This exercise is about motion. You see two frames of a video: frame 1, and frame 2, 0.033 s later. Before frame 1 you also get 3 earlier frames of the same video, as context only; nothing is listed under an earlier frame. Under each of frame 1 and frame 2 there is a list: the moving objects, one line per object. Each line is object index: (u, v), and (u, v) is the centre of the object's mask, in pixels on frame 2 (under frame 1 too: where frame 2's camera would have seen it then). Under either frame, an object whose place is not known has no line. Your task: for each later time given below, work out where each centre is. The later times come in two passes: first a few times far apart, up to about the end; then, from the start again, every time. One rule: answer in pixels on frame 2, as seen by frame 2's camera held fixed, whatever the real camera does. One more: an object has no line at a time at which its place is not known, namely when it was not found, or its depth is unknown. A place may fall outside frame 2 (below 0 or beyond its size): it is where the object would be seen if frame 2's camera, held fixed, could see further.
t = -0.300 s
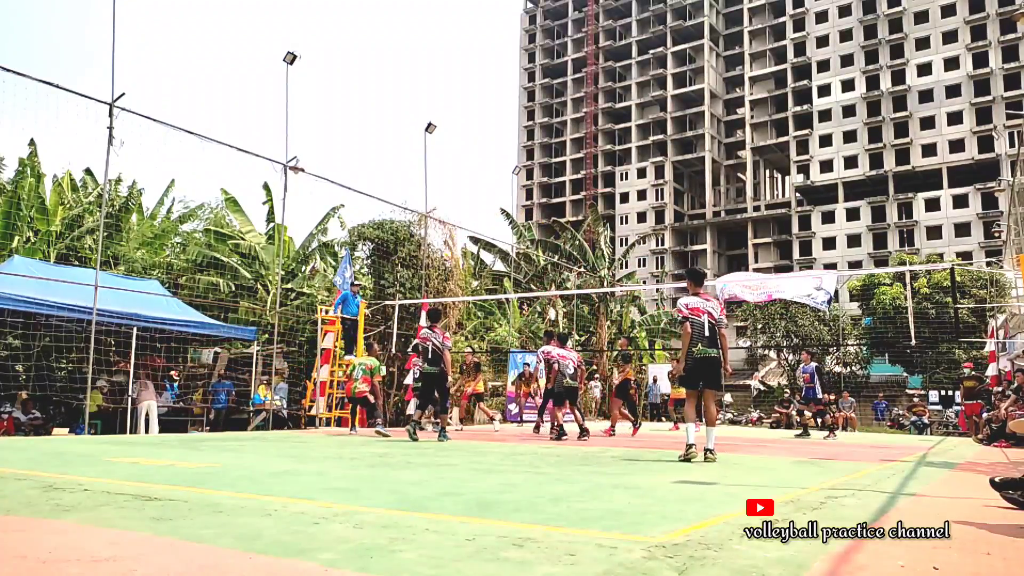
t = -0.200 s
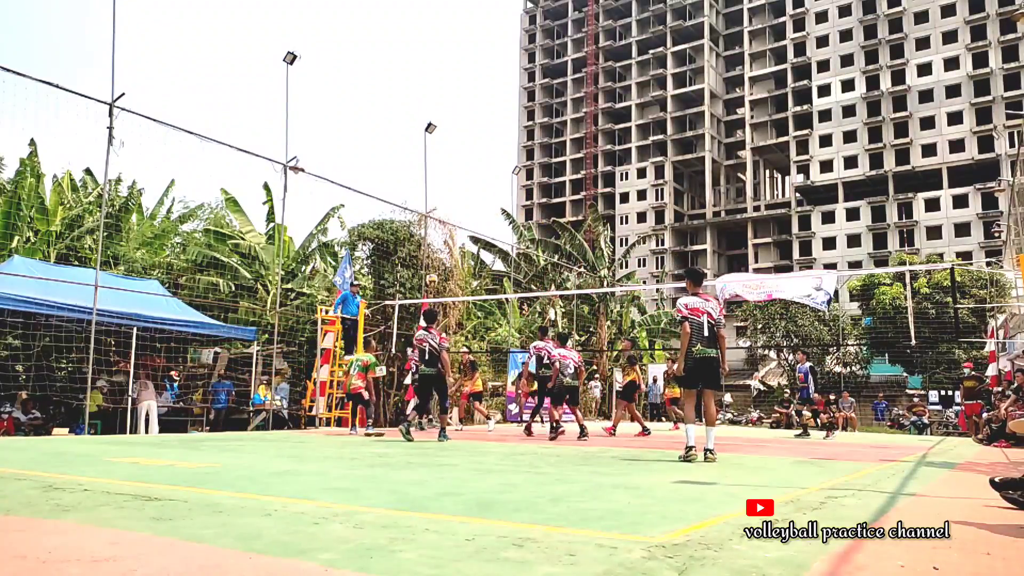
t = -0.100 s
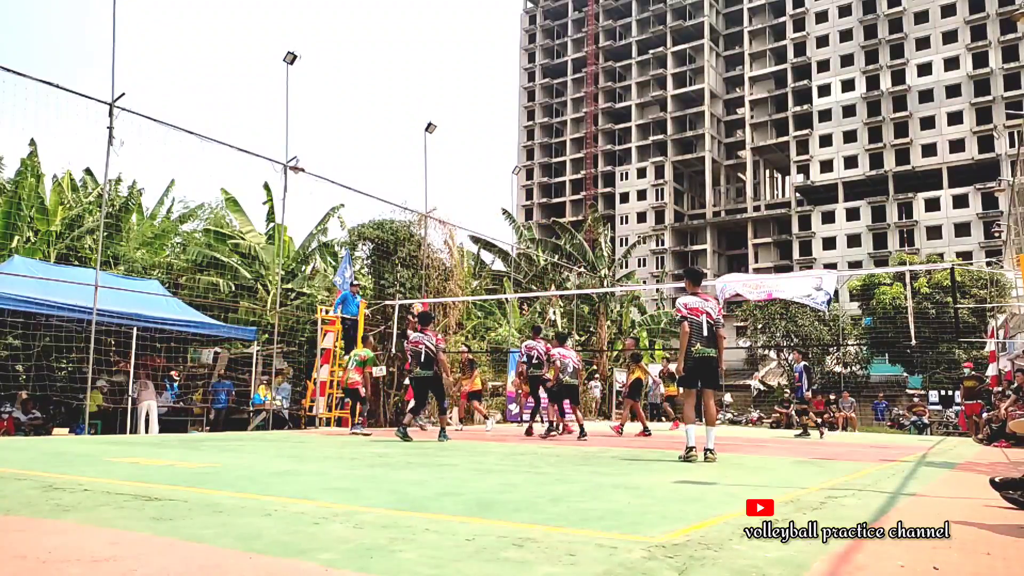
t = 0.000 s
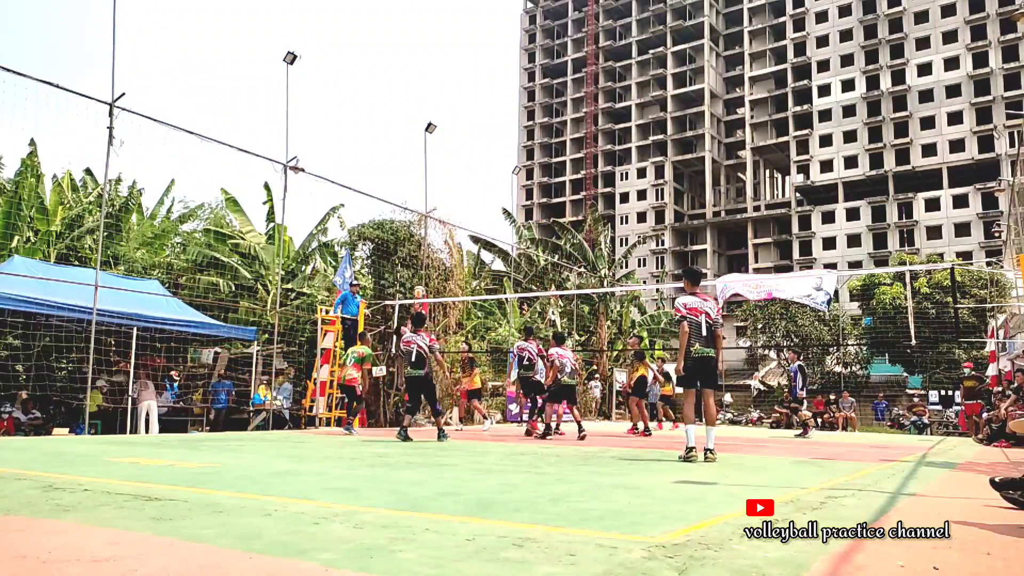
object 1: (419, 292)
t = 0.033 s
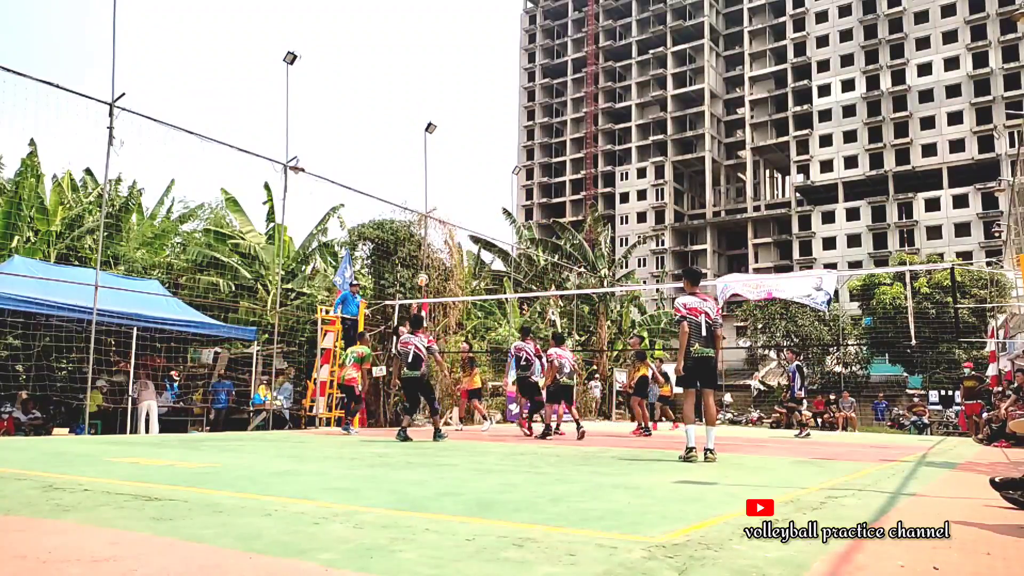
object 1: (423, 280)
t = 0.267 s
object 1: (445, 212)
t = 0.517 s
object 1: (468, 169)
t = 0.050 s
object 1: (424, 274)
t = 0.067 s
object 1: (426, 268)
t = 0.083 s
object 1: (427, 262)
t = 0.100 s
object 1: (429, 257)
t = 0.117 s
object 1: (431, 251)
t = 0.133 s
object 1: (432, 248)
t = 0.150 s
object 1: (434, 243)
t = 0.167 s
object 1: (436, 238)
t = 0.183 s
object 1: (437, 233)
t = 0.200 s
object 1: (439, 229)
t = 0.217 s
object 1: (440, 224)
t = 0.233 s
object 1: (442, 220)
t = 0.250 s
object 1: (443, 217)
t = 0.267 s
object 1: (445, 212)
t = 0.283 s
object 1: (447, 208)
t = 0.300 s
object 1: (448, 204)
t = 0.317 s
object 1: (450, 201)
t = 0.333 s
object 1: (451, 197)
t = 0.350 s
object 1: (453, 194)
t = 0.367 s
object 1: (455, 191)
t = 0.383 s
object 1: (456, 188)
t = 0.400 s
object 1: (458, 185)
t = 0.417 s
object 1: (459, 183)
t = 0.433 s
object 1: (461, 180)
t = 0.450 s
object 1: (462, 177)
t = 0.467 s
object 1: (464, 175)
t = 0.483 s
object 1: (465, 173)
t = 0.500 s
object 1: (467, 171)
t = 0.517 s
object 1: (468, 169)
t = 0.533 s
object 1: (470, 167)
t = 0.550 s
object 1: (471, 166)
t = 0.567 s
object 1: (473, 164)
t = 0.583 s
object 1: (474, 163)
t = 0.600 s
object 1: (475, 162)
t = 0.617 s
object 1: (477, 161)
